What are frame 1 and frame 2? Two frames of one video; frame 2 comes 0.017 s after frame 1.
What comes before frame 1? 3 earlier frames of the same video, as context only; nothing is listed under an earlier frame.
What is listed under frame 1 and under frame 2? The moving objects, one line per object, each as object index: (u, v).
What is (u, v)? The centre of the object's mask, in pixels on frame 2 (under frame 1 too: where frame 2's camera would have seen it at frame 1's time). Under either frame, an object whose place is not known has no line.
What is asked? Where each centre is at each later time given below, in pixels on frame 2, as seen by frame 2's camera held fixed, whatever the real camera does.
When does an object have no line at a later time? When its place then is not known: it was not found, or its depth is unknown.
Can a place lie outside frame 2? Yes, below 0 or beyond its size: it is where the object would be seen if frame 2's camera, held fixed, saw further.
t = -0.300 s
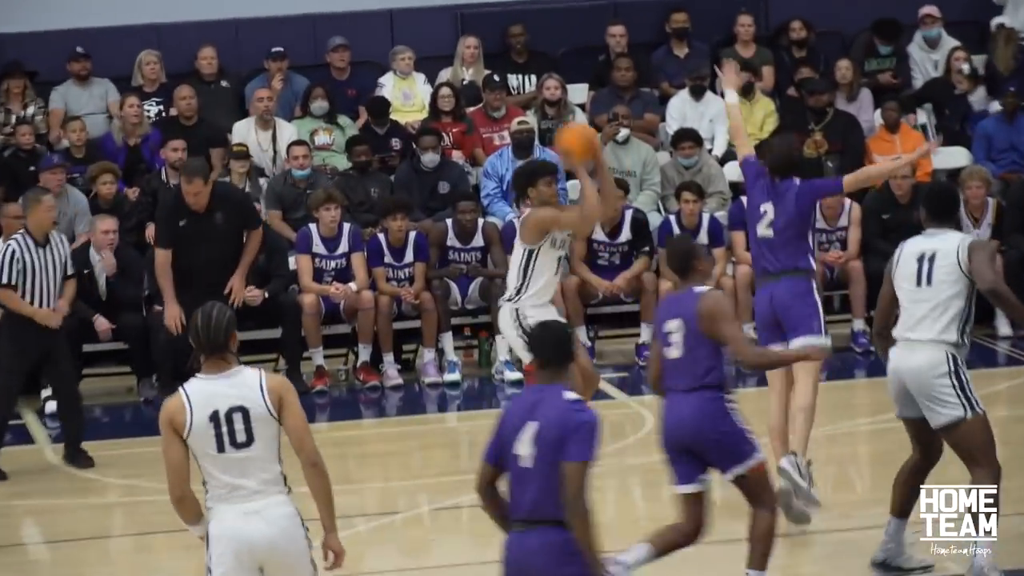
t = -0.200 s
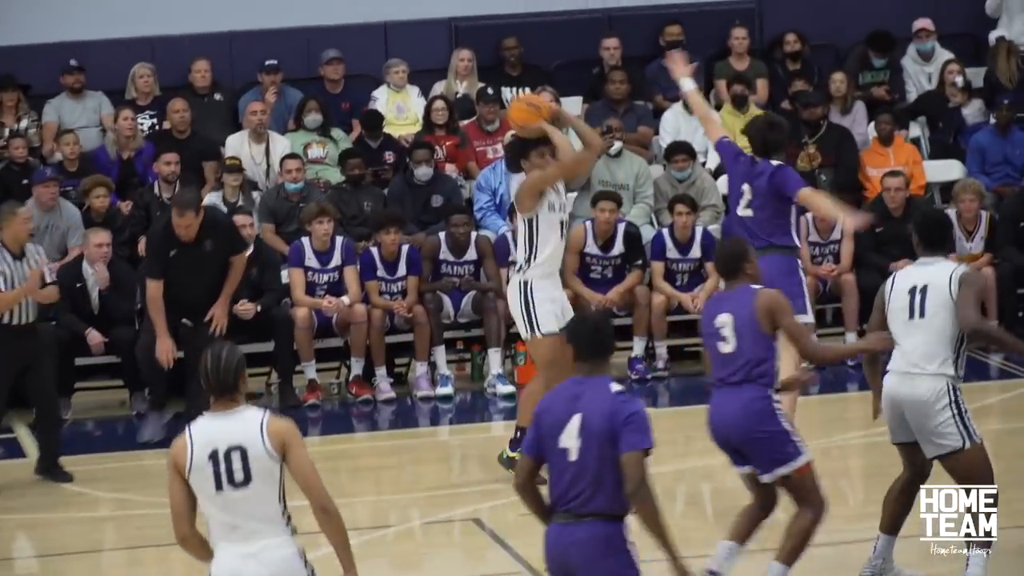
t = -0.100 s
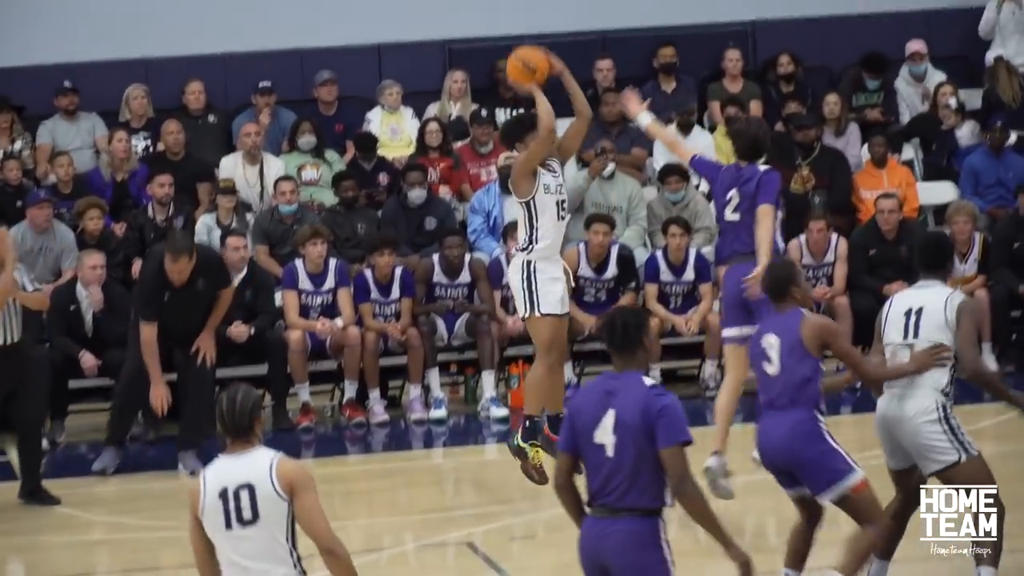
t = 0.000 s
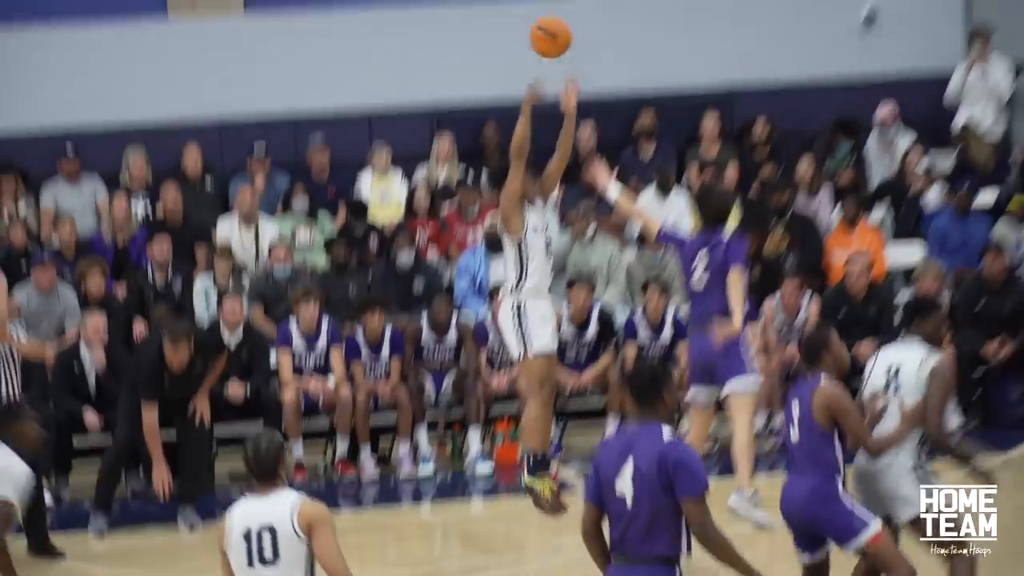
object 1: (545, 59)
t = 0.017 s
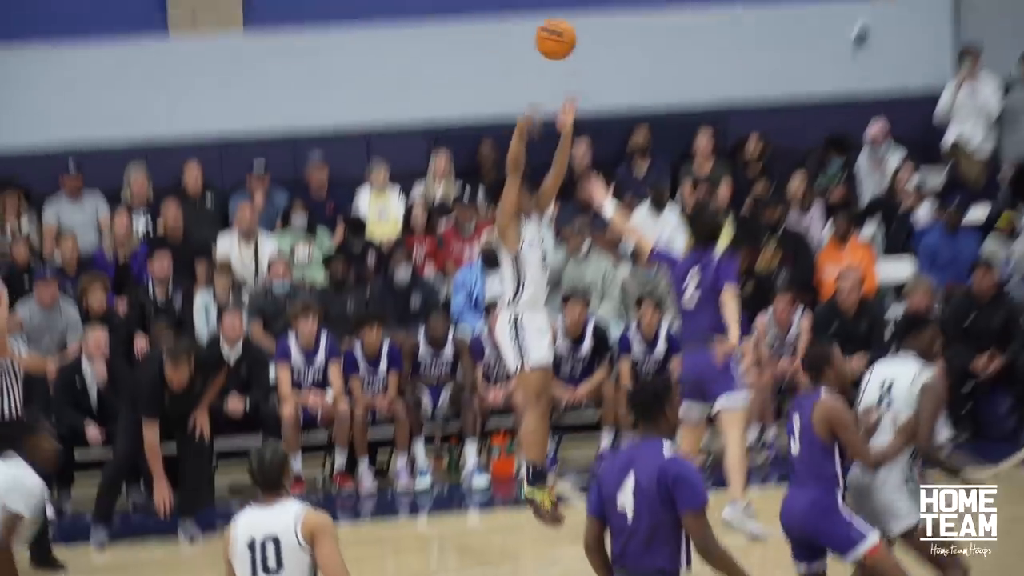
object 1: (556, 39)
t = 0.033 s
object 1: (566, 19)
